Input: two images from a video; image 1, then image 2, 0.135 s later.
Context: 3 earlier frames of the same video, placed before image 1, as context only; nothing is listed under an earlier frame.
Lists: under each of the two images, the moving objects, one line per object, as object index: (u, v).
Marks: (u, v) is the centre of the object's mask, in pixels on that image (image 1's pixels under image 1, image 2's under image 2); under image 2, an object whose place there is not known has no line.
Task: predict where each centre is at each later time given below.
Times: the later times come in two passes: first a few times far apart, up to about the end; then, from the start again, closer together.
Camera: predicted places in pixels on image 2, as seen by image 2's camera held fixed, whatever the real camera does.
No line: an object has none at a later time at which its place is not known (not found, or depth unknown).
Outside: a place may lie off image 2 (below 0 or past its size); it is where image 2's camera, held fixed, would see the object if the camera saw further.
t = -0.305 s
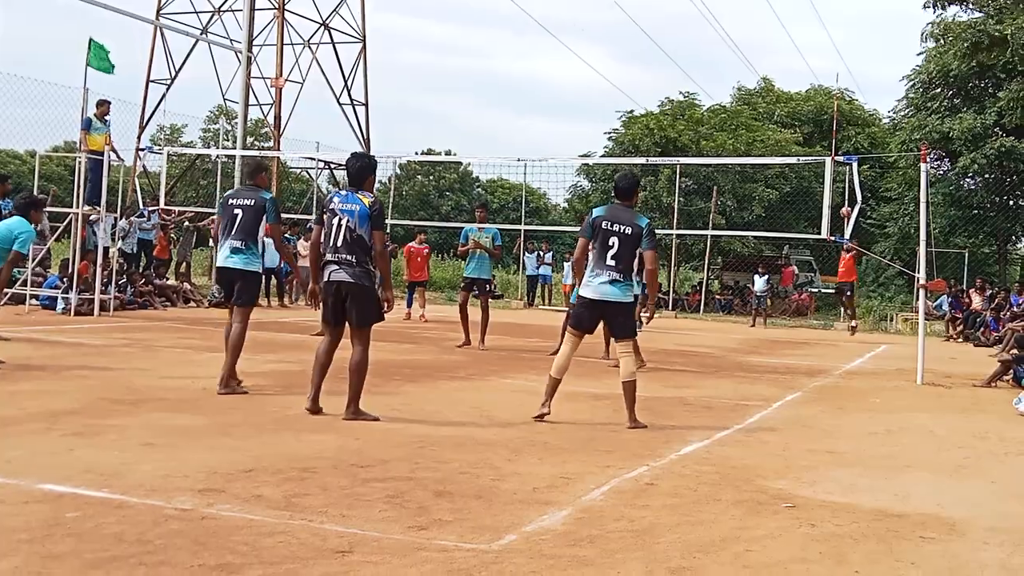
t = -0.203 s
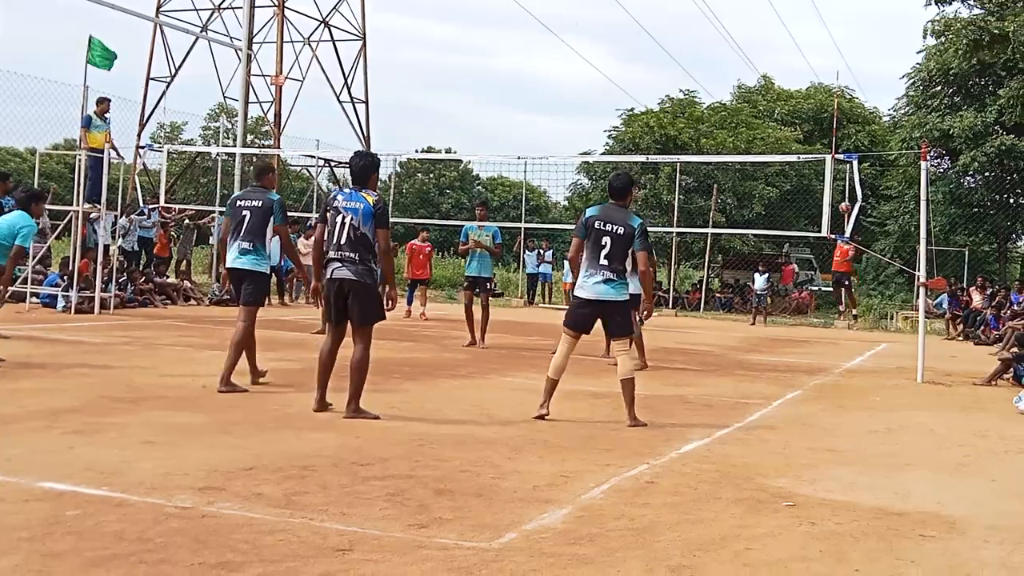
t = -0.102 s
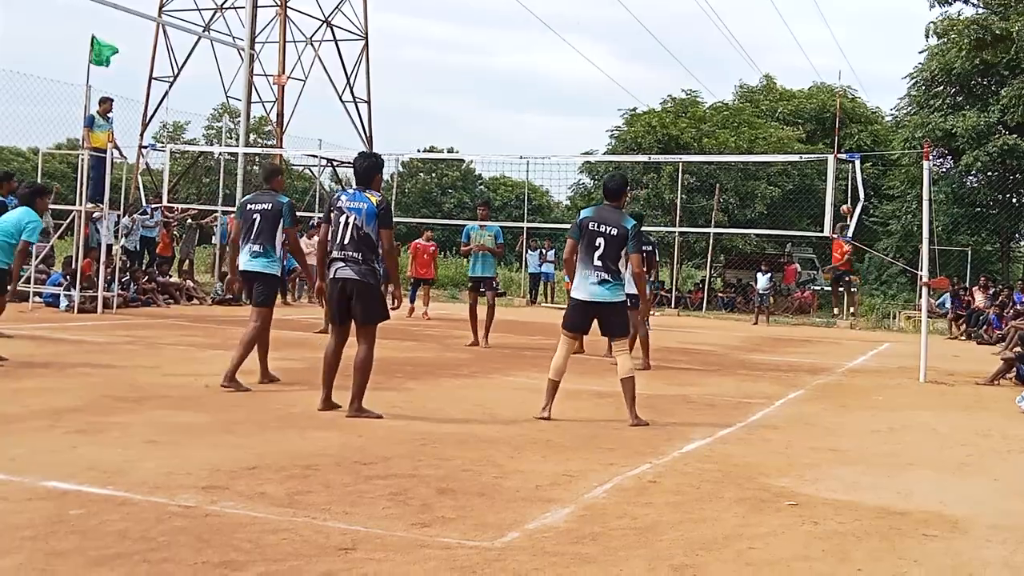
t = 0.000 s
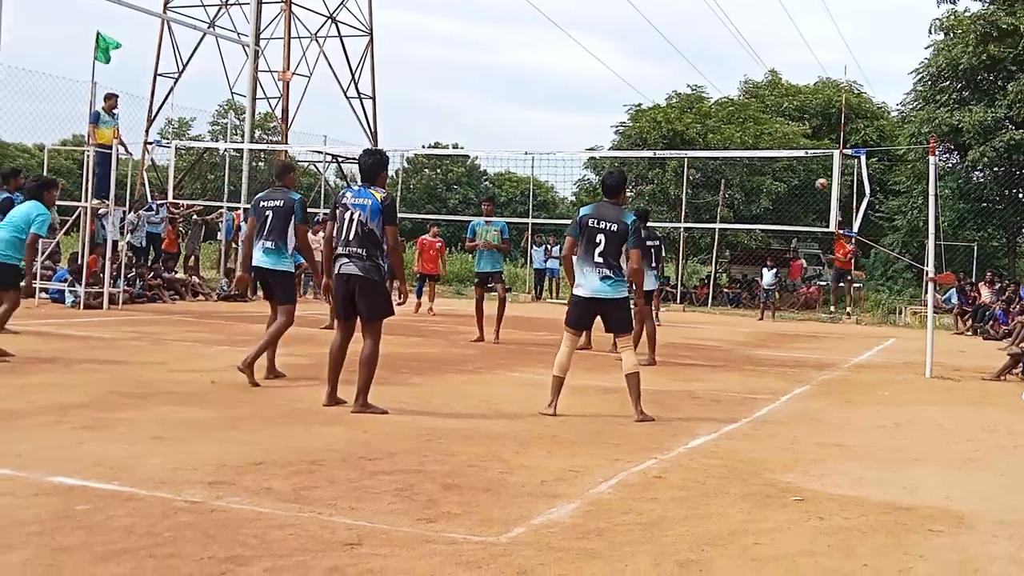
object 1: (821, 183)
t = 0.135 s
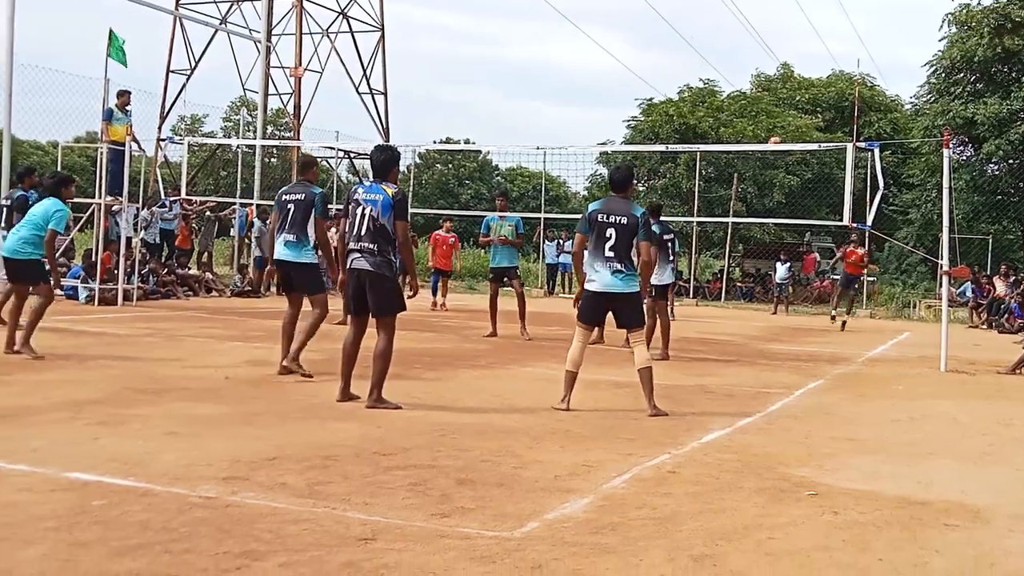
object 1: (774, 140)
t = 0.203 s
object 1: (742, 129)
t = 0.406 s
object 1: (627, 105)
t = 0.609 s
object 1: (482, 118)
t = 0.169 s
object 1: (758, 136)
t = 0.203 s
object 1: (742, 129)
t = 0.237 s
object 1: (724, 123)
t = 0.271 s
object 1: (705, 118)
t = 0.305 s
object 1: (687, 113)
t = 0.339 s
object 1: (667, 109)
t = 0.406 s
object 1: (627, 105)
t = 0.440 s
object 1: (605, 105)
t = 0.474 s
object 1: (583, 104)
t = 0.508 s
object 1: (559, 106)
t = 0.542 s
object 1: (535, 109)
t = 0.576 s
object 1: (509, 113)
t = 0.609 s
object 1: (482, 118)
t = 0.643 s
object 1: (454, 125)
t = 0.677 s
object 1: (424, 133)
